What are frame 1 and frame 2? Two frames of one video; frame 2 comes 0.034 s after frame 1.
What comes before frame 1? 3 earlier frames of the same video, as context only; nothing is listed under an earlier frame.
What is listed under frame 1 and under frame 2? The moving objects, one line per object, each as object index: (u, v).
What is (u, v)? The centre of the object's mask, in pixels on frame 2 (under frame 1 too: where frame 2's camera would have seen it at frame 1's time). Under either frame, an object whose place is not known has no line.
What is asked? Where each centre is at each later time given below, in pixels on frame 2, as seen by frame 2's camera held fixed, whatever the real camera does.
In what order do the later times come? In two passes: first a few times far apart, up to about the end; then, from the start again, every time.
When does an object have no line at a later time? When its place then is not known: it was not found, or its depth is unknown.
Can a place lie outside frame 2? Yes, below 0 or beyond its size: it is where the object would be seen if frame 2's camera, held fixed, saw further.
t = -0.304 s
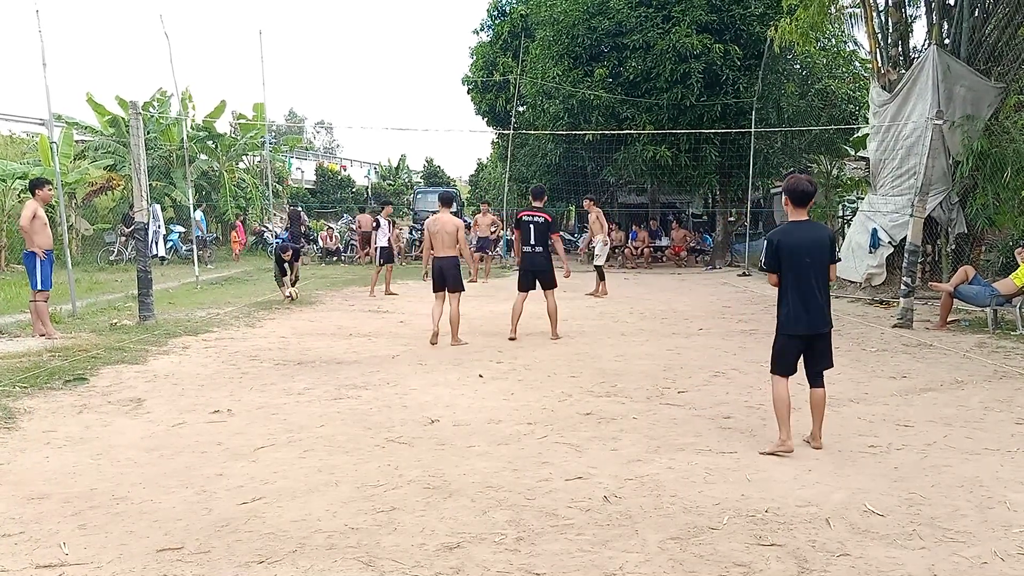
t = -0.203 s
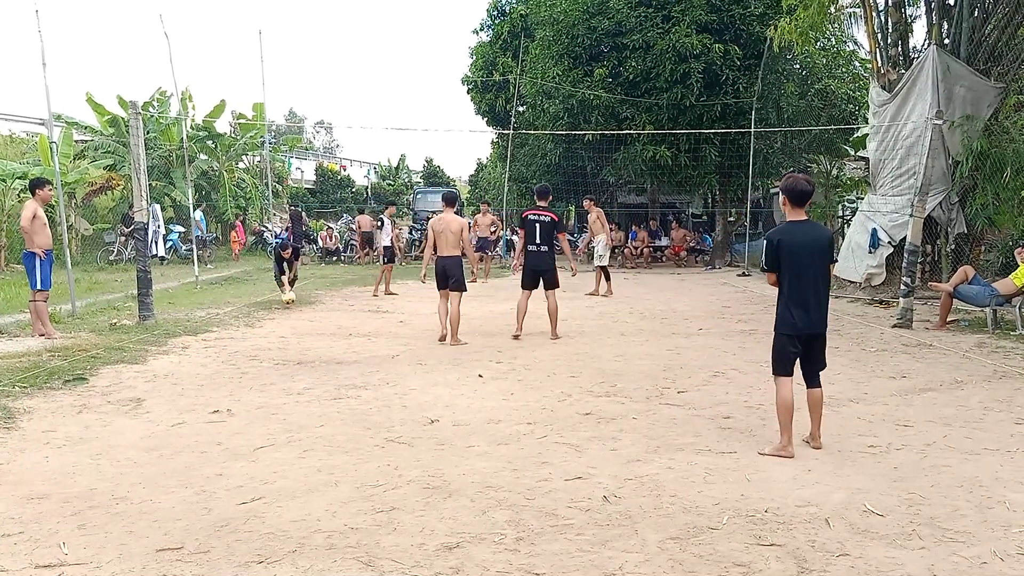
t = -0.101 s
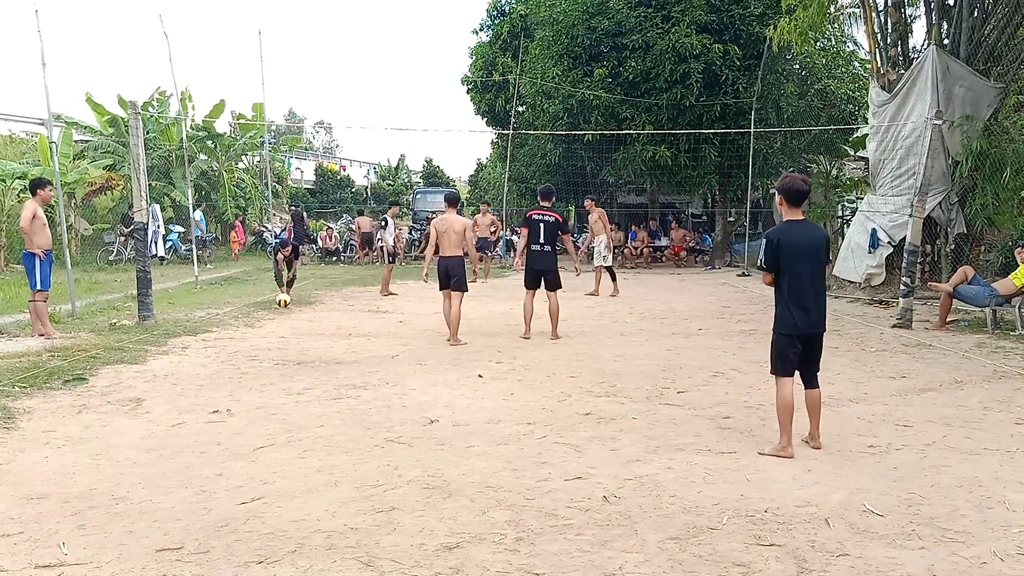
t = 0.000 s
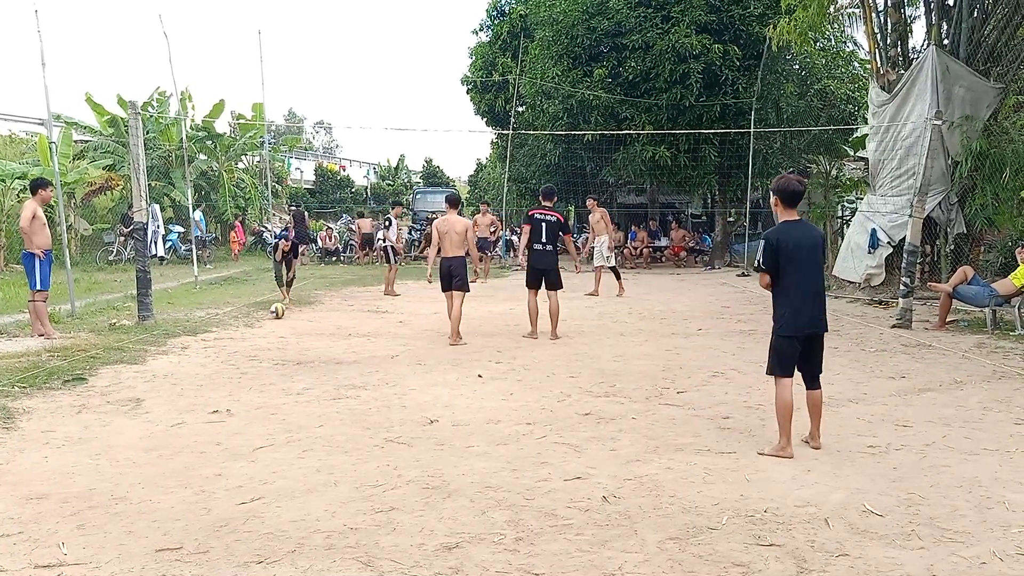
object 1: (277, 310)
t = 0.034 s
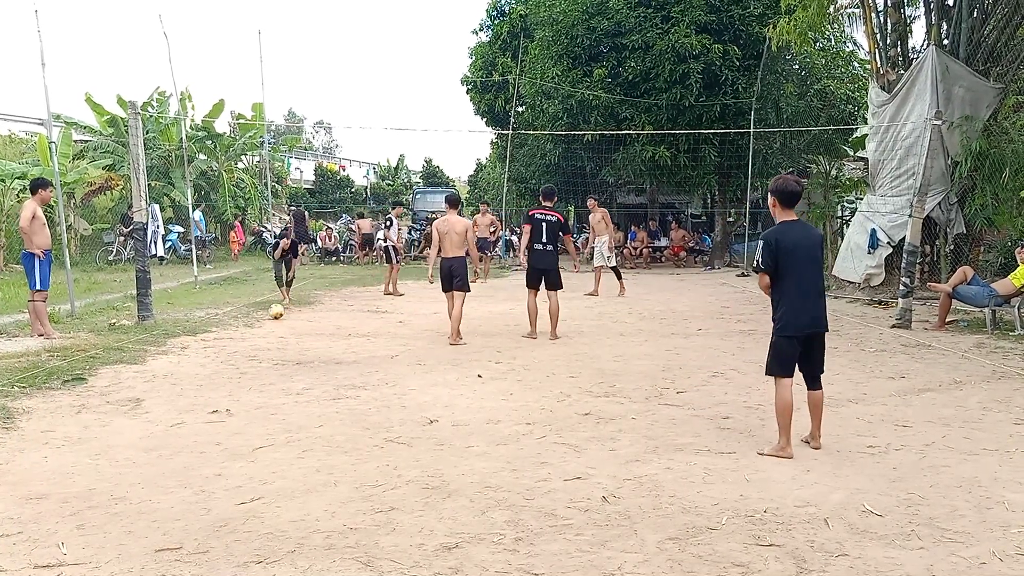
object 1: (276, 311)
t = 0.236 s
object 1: (271, 319)
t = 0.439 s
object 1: (265, 330)
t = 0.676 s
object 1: (258, 336)
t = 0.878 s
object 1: (255, 342)
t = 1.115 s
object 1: (251, 364)
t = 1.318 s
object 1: (249, 392)
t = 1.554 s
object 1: (244, 428)
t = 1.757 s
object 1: (243, 457)
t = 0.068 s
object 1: (275, 311)
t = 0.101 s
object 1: (274, 312)
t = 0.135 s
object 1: (273, 314)
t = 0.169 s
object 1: (273, 316)
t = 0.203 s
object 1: (273, 319)
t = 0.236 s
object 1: (271, 319)
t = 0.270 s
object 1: (270, 318)
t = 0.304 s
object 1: (269, 319)
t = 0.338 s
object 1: (268, 321)
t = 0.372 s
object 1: (267, 325)
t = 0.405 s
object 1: (266, 328)
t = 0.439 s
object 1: (265, 330)
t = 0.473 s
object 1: (264, 330)
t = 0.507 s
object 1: (263, 331)
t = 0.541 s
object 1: (261, 333)
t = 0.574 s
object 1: (260, 336)
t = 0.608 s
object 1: (259, 340)
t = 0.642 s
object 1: (258, 340)
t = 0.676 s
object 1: (258, 336)
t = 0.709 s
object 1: (257, 334)
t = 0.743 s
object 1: (256, 333)
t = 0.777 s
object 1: (256, 334)
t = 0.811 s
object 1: (255, 335)
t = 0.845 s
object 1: (255, 338)
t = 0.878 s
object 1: (255, 342)
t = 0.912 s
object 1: (254, 347)
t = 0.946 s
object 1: (254, 355)
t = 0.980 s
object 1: (254, 362)
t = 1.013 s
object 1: (253, 364)
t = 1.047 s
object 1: (253, 363)
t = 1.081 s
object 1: (252, 363)
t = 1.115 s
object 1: (251, 364)
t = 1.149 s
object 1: (251, 366)
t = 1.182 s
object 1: (251, 370)
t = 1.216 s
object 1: (250, 376)
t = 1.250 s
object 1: (248, 383)
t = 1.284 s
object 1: (248, 392)
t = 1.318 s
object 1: (249, 392)
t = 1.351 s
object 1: (247, 393)
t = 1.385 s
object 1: (247, 395)
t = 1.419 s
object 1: (247, 398)
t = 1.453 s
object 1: (246, 404)
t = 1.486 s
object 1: (246, 411)
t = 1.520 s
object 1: (245, 423)
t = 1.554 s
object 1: (244, 428)
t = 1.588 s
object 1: (244, 427)
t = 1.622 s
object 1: (245, 428)
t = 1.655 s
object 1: (244, 432)
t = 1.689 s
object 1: (244, 438)
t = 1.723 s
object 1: (244, 446)
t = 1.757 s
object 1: (243, 457)
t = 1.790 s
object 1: (244, 471)
